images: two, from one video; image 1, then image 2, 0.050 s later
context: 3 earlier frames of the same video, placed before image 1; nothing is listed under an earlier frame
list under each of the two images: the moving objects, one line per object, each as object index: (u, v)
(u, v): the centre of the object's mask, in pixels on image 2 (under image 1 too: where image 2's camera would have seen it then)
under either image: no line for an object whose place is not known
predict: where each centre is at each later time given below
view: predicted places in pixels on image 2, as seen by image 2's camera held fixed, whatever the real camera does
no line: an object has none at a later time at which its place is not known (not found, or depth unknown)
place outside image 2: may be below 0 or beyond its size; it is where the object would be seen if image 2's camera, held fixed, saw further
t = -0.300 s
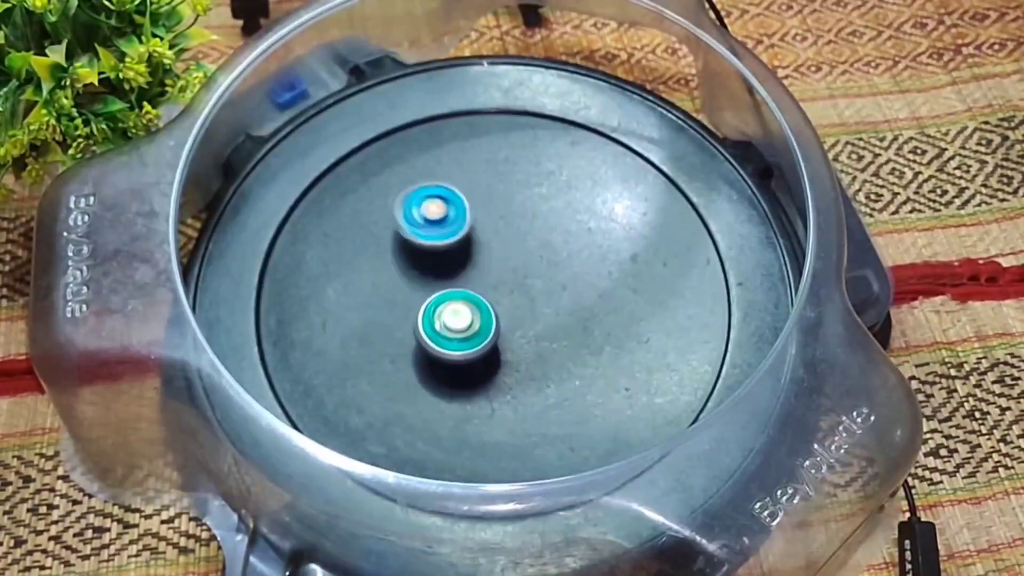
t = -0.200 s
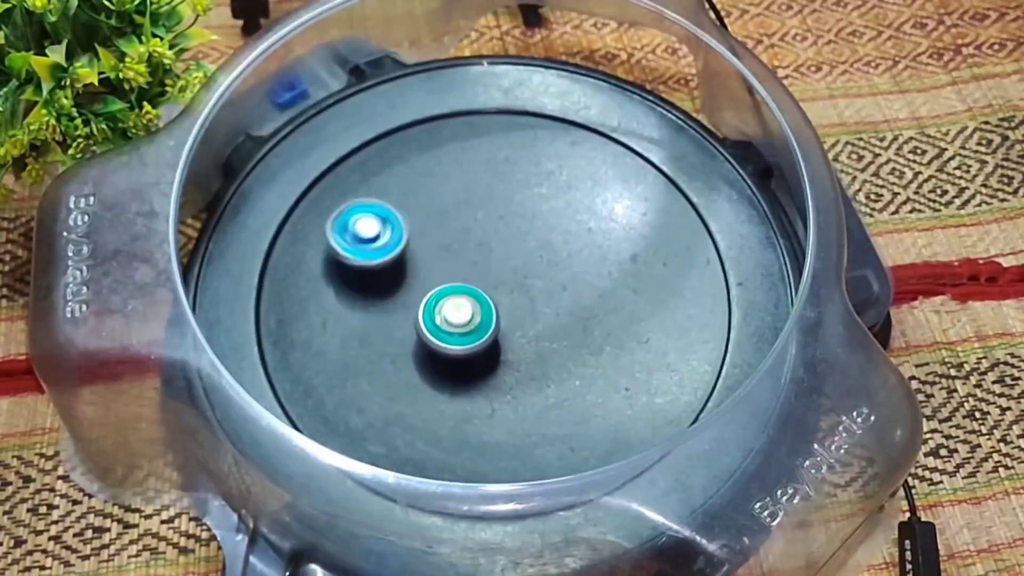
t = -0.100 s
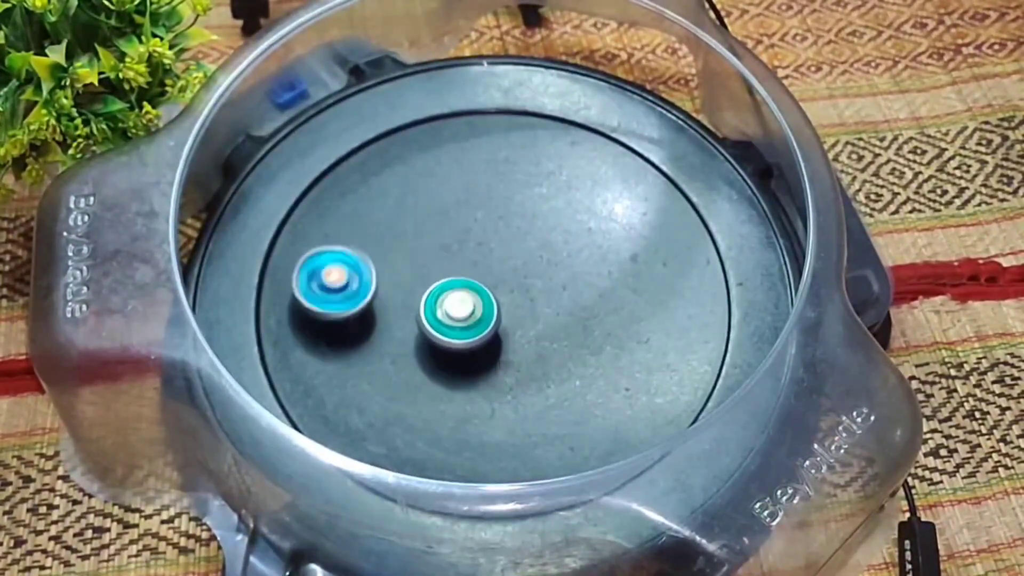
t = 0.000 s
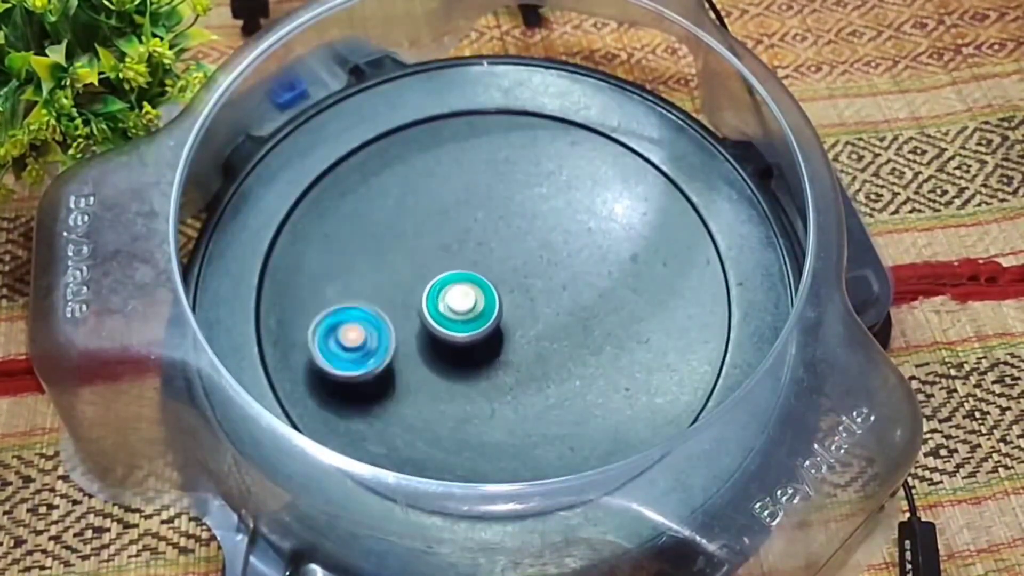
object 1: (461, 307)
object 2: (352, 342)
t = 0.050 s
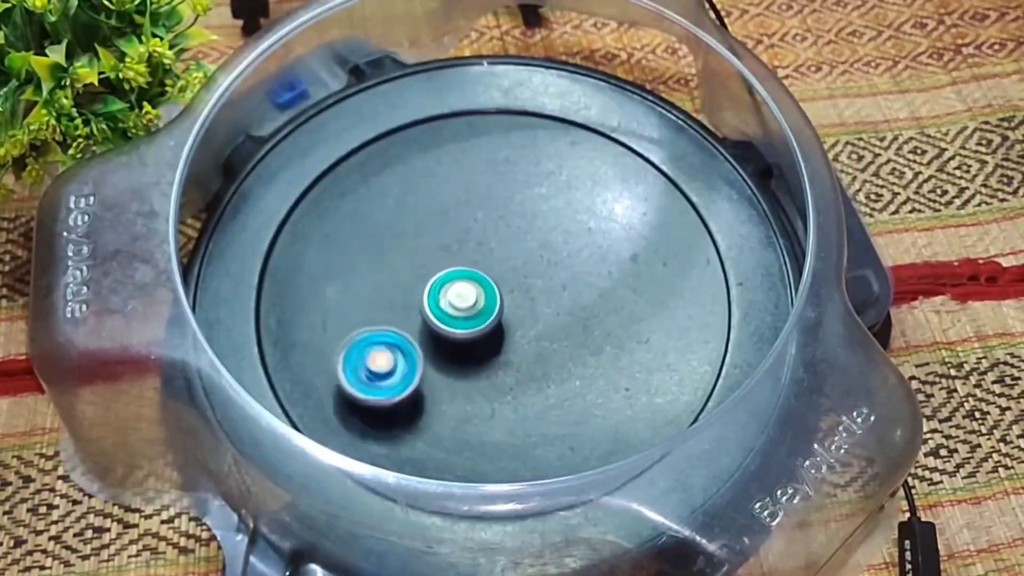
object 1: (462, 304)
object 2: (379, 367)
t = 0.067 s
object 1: (462, 303)
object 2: (392, 374)
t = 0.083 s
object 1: (462, 302)
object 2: (405, 379)
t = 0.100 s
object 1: (463, 301)
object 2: (419, 383)
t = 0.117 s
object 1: (463, 300)
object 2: (433, 386)
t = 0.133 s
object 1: (464, 298)
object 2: (447, 387)
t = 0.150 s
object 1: (464, 297)
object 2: (462, 386)
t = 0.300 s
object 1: (468, 290)
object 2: (569, 334)
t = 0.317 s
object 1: (468, 289)
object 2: (577, 325)
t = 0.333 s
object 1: (469, 288)
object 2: (583, 314)
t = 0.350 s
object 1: (469, 288)
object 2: (588, 304)
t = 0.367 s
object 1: (470, 287)
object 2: (590, 293)
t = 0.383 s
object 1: (471, 287)
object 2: (593, 284)
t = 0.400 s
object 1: (471, 286)
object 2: (595, 274)
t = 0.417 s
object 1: (472, 285)
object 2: (595, 261)
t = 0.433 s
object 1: (473, 285)
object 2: (594, 251)
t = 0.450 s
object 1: (474, 285)
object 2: (591, 241)
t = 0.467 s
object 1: (475, 285)
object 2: (587, 232)
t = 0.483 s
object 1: (475, 285)
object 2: (583, 223)
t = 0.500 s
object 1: (476, 284)
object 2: (576, 215)
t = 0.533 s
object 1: (478, 284)
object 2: (563, 201)
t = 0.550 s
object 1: (479, 283)
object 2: (554, 195)
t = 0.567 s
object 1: (480, 283)
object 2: (545, 191)
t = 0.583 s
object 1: (481, 283)
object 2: (536, 188)
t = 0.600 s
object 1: (482, 283)
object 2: (526, 184)
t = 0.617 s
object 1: (483, 283)
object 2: (515, 184)
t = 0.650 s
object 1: (485, 282)
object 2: (495, 184)
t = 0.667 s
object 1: (486, 283)
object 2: (485, 187)
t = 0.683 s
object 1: (488, 283)
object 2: (475, 190)
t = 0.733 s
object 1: (491, 282)
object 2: (449, 207)
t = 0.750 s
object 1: (492, 282)
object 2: (441, 214)
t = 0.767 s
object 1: (493, 282)
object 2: (435, 223)
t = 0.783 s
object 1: (495, 282)
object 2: (430, 232)
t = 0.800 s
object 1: (496, 282)
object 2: (425, 241)
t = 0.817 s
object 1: (498, 283)
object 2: (421, 251)
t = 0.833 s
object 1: (502, 284)
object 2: (415, 260)
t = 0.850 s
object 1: (517, 288)
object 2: (400, 265)
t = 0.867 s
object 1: (528, 291)
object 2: (389, 273)
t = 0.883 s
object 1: (537, 293)
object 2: (380, 280)
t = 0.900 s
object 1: (544, 294)
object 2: (374, 290)
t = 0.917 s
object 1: (549, 293)
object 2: (369, 299)
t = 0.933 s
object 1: (554, 292)
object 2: (367, 311)
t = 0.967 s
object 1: (562, 290)
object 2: (365, 335)
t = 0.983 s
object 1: (566, 288)
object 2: (366, 345)
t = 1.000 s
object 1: (570, 287)
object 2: (369, 358)
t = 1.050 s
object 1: (579, 282)
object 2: (386, 388)
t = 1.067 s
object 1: (581, 281)
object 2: (395, 397)
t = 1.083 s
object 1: (583, 280)
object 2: (404, 406)
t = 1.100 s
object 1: (585, 279)
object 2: (415, 413)
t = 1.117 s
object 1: (587, 278)
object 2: (428, 419)
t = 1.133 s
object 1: (589, 275)
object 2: (441, 424)
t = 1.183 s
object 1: (592, 271)
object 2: (482, 430)
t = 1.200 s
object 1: (593, 270)
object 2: (496, 430)
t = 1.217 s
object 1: (593, 269)
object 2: (510, 428)
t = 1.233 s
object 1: (594, 267)
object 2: (524, 425)
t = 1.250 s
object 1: (594, 266)
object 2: (537, 421)
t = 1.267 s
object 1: (594, 265)
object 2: (549, 414)
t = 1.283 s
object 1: (593, 265)
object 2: (560, 408)
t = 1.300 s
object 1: (593, 264)
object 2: (570, 400)
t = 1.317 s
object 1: (592, 263)
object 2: (579, 390)
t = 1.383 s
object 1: (585, 263)
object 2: (603, 349)
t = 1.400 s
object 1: (583, 263)
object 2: (605, 338)
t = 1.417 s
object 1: (579, 260)
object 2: (608, 337)
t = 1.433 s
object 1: (574, 247)
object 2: (611, 341)
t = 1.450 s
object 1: (568, 237)
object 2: (615, 343)
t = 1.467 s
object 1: (562, 230)
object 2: (618, 343)
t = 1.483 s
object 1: (556, 226)
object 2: (620, 341)
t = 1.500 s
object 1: (549, 224)
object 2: (622, 337)
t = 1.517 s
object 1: (544, 223)
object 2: (623, 332)
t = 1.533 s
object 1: (538, 224)
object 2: (622, 327)
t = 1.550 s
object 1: (532, 224)
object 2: (621, 322)
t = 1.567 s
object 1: (527, 225)
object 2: (617, 316)
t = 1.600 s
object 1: (516, 228)
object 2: (607, 306)
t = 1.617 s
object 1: (511, 230)
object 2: (600, 301)
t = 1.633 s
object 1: (505, 232)
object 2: (592, 298)
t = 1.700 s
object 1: (485, 244)
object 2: (555, 292)
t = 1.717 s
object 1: (481, 248)
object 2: (546, 292)
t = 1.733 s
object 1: (470, 243)
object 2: (541, 298)
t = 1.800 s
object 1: (421, 225)
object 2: (520, 323)
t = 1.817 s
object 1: (412, 225)
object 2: (515, 329)
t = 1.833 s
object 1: (404, 226)
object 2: (509, 336)
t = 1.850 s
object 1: (396, 228)
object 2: (505, 343)
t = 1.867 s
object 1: (390, 232)
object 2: (500, 350)
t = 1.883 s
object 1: (383, 236)
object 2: (497, 358)
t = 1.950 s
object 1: (362, 251)
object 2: (489, 387)
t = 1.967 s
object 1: (358, 255)
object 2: (489, 395)
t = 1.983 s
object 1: (353, 260)
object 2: (489, 401)
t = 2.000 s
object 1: (349, 264)
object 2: (490, 408)
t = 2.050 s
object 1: (340, 280)
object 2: (498, 422)
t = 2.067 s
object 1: (337, 285)
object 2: (501, 426)
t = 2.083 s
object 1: (335, 290)
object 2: (505, 428)
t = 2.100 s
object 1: (334, 295)
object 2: (510, 431)
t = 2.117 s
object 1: (333, 301)
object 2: (514, 431)
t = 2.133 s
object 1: (332, 306)
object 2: (519, 431)
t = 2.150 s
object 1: (331, 312)
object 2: (523, 430)
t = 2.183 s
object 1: (331, 323)
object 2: (531, 425)
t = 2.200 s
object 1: (332, 328)
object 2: (535, 421)
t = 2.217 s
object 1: (333, 333)
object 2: (536, 416)
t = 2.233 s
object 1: (334, 338)
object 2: (537, 411)
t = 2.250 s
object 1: (336, 342)
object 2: (537, 405)
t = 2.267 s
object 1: (338, 348)
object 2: (536, 398)
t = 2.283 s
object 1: (340, 353)
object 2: (532, 391)
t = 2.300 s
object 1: (343, 357)
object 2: (530, 385)
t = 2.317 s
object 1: (347, 362)
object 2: (525, 379)
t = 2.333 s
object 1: (351, 366)
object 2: (521, 373)
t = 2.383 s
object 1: (364, 377)
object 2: (506, 357)
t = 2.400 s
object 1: (370, 382)
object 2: (499, 352)
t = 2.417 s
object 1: (376, 385)
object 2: (493, 347)
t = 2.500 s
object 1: (409, 396)
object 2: (457, 329)
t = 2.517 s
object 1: (416, 398)
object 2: (450, 326)
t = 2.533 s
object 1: (413, 414)
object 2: (450, 311)
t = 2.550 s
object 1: (409, 431)
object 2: (453, 295)
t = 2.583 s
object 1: (407, 448)
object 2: (454, 271)
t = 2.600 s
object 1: (404, 472)
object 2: (453, 261)
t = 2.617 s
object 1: (406, 482)
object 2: (450, 252)
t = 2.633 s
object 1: (413, 485)
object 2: (447, 245)
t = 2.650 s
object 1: (421, 490)
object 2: (441, 238)
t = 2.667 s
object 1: (431, 489)
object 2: (437, 232)
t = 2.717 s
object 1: (461, 493)
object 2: (422, 215)
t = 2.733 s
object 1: (471, 492)
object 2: (417, 210)
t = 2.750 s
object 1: (480, 486)
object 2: (412, 206)
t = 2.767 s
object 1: (491, 486)
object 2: (406, 202)
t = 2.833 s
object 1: (527, 484)
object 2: (386, 196)
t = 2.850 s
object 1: (536, 480)
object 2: (382, 195)
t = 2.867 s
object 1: (543, 477)
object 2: (378, 196)
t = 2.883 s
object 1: (551, 477)
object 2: (375, 197)
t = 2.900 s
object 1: (558, 470)
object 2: (371, 199)
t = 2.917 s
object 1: (566, 467)
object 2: (370, 204)
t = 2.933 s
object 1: (573, 460)
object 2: (369, 208)
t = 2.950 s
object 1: (576, 449)
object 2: (369, 212)
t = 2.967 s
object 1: (583, 446)
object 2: (370, 218)
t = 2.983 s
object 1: (589, 443)
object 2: (373, 225)
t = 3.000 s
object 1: (595, 440)
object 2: (378, 230)
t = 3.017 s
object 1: (601, 436)
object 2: (382, 235)
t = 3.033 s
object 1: (606, 432)
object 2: (388, 241)
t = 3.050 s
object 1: (610, 428)
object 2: (395, 245)
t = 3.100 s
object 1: (622, 412)
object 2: (417, 259)
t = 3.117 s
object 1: (625, 406)
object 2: (425, 263)
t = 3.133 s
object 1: (627, 399)
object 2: (434, 267)
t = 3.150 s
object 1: (628, 392)
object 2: (442, 270)
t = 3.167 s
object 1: (630, 385)
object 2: (452, 274)
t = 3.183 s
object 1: (630, 378)
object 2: (460, 276)
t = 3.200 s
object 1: (631, 372)
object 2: (470, 279)
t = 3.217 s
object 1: (630, 365)
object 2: (479, 281)
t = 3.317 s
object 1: (622, 324)
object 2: (535, 285)
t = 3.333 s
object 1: (620, 317)
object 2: (543, 285)
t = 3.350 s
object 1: (626, 316)
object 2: (546, 281)
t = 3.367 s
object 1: (630, 316)
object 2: (549, 277)
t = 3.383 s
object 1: (632, 316)
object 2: (553, 276)
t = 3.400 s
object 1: (633, 314)
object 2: (558, 272)
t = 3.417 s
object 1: (632, 311)
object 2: (564, 270)
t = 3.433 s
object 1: (636, 311)
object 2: (568, 264)
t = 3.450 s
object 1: (640, 314)
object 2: (571, 258)
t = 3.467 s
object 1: (645, 320)
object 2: (574, 254)
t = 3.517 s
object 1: (652, 339)
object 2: (586, 239)
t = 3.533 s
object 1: (653, 343)
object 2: (589, 236)
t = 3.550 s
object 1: (653, 346)
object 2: (592, 234)
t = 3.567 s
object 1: (653, 345)
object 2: (596, 234)
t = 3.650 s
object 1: (647, 337)
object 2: (614, 229)
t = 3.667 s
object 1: (648, 335)
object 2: (617, 229)
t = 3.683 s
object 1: (648, 333)
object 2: (619, 229)
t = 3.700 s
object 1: (648, 331)
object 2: (619, 229)
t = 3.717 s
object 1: (649, 329)
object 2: (619, 230)
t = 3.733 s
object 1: (648, 328)
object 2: (618, 231)
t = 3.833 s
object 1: (644, 320)
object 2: (607, 251)
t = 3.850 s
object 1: (643, 318)
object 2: (603, 255)
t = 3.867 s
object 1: (643, 320)
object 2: (599, 257)
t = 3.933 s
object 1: (639, 322)
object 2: (578, 265)
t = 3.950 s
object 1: (638, 323)
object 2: (571, 266)
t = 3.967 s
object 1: (636, 324)
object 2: (563, 268)
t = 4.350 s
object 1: (556, 334)
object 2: (439, 359)
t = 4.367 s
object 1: (551, 335)
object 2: (436, 365)
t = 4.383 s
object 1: (545, 335)
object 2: (435, 370)
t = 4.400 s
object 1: (540, 336)
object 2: (433, 374)
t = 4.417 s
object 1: (534, 337)
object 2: (432, 379)
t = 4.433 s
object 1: (529, 337)
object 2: (432, 383)
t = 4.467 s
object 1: (518, 339)
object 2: (432, 393)
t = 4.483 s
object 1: (512, 340)
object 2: (433, 396)
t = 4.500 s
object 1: (507, 341)
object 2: (435, 400)
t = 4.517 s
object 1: (501, 341)
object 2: (436, 402)
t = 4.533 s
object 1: (496, 342)
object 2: (440, 404)
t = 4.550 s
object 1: (490, 342)
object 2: (442, 408)
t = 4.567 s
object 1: (493, 334)
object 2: (440, 414)
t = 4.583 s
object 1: (495, 326)
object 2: (438, 421)
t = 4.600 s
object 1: (496, 319)
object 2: (439, 424)
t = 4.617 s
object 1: (495, 314)
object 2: (440, 426)
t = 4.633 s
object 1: (494, 309)
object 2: (442, 427)
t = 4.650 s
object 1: (491, 306)
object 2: (445, 427)
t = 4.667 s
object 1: (487, 303)
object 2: (449, 428)
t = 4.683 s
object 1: (482, 301)
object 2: (452, 426)
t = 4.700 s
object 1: (477, 299)
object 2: (455, 425)
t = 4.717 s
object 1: (473, 298)
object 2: (460, 422)
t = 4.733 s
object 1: (468, 295)
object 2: (463, 419)
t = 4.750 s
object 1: (464, 294)
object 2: (465, 415)
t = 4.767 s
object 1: (459, 292)
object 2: (469, 410)
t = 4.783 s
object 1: (455, 289)
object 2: (472, 406)
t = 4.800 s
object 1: (450, 287)
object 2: (474, 400)
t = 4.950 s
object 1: (415, 277)
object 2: (482, 346)
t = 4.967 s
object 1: (412, 276)
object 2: (482, 340)
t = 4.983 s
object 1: (409, 276)
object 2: (483, 336)
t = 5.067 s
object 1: (396, 275)
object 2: (482, 306)
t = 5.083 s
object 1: (394, 275)
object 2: (482, 300)
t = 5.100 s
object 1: (392, 275)
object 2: (482, 296)
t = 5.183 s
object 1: (385, 277)
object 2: (481, 269)
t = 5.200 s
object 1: (384, 278)
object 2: (481, 264)
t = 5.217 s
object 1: (384, 279)
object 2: (481, 260)
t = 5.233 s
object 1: (384, 279)
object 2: (480, 255)
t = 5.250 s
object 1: (383, 280)
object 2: (480, 249)
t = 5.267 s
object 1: (383, 281)
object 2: (479, 245)
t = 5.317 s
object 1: (386, 285)
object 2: (476, 234)
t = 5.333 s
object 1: (387, 287)
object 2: (475, 230)
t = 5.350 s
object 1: (389, 288)
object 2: (474, 227)
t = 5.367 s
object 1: (391, 289)
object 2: (473, 224)
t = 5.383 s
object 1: (394, 291)
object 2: (471, 222)
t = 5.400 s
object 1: (396, 292)
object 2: (470, 220)
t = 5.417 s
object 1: (399, 294)
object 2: (469, 219)
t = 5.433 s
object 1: (402, 295)
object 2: (468, 218)
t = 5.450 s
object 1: (405, 296)
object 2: (466, 217)
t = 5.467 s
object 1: (408, 297)
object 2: (465, 217)
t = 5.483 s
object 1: (411, 299)
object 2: (464, 218)
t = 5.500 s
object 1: (415, 300)
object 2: (464, 219)
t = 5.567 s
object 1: (432, 303)
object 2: (464, 230)
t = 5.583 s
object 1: (436, 303)
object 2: (466, 233)
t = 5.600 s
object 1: (440, 304)
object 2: (469, 235)
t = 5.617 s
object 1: (441, 310)
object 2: (473, 234)
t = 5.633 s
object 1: (444, 313)
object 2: (475, 236)
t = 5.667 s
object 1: (451, 317)
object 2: (481, 238)
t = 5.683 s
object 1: (455, 319)
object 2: (485, 240)
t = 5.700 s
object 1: (459, 319)
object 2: (489, 243)
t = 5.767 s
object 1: (477, 324)
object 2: (505, 252)
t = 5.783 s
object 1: (481, 325)
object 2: (508, 254)
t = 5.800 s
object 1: (486, 325)
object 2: (512, 256)
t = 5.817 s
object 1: (485, 333)
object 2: (520, 255)
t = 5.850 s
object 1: (478, 356)
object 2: (539, 253)
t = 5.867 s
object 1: (475, 365)
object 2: (546, 253)
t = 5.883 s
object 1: (473, 372)
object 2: (551, 255)
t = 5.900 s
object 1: (473, 379)
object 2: (554, 255)
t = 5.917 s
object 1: (475, 384)
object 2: (559, 255)
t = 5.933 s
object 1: (478, 389)
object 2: (563, 256)
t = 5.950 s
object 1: (482, 393)
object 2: (568, 257)
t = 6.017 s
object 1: (500, 406)
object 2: (585, 265)
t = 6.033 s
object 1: (505, 409)
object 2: (588, 266)
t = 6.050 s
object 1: (510, 411)
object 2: (591, 269)
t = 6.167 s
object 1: (543, 423)
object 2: (605, 292)
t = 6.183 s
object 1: (548, 424)
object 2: (606, 294)
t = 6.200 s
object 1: (552, 425)
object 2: (606, 299)
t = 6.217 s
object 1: (557, 425)
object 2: (606, 303)
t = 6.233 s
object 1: (561, 425)
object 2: (605, 306)
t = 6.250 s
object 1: (565, 424)
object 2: (604, 310)
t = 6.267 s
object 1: (569, 424)
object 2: (604, 312)
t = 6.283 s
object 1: (572, 423)
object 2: (602, 316)
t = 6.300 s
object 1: (576, 422)
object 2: (599, 321)
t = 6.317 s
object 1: (579, 421)
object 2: (597, 324)
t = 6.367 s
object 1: (587, 415)
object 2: (590, 334)
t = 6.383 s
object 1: (589, 414)
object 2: (585, 337)
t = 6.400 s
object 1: (591, 419)
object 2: (581, 333)
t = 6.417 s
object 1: (592, 422)
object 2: (577, 328)
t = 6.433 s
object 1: (593, 422)
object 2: (573, 326)
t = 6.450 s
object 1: (594, 421)
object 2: (568, 324)
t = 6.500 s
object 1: (598, 418)
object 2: (553, 320)
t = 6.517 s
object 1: (599, 417)
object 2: (549, 318)
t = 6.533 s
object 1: (599, 416)
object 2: (544, 317)
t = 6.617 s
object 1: (598, 406)
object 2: (521, 306)
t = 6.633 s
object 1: (597, 403)
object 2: (517, 305)
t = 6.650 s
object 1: (595, 400)
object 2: (511, 302)
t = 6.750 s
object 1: (580, 383)
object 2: (487, 287)
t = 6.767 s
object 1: (577, 381)
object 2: (483, 285)
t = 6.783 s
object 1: (574, 377)
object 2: (480, 282)
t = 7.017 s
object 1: (513, 335)
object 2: (437, 247)
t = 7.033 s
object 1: (508, 332)
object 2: (436, 246)
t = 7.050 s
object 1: (503, 329)
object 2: (435, 246)
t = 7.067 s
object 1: (499, 326)
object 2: (432, 247)
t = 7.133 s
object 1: (480, 315)
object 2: (432, 247)
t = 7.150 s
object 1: (476, 313)
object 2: (430, 248)
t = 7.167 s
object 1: (473, 314)
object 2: (429, 246)
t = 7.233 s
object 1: (468, 330)
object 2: (426, 236)
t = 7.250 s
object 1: (466, 331)
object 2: (426, 235)
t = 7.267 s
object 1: (464, 331)
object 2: (425, 233)
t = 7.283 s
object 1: (462, 331)
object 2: (427, 233)
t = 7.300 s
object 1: (460, 330)
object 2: (428, 233)
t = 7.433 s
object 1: (451, 322)
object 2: (443, 246)
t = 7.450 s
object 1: (450, 321)
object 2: (445, 247)
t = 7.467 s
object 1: (449, 323)
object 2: (448, 247)
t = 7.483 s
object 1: (447, 328)
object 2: (450, 243)
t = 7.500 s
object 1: (446, 330)
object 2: (455, 242)
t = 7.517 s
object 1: (445, 330)
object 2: (458, 243)
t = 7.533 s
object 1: (445, 331)
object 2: (460, 244)
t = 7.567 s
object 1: (445, 332)
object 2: (464, 245)
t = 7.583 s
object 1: (445, 333)
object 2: (466, 246)
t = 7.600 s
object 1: (445, 333)
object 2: (470, 246)
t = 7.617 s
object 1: (446, 333)
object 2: (474, 251)
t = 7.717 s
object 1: (453, 333)
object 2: (486, 264)
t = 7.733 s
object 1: (455, 332)
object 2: (488, 266)
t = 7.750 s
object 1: (452, 336)
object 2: (494, 268)
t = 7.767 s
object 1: (449, 339)
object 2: (499, 269)
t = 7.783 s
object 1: (449, 341)
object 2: (501, 268)
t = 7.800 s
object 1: (450, 342)
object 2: (504, 270)
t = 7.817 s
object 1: (450, 343)
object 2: (506, 274)
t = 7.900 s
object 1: (455, 348)
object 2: (506, 289)
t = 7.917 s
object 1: (457, 348)
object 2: (505, 289)
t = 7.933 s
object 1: (454, 352)
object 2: (505, 289)
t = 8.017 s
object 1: (454, 358)
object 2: (511, 298)
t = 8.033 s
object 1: (455, 359)
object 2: (510, 299)
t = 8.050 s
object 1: (453, 362)
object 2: (510, 301)
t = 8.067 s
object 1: (442, 369)
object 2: (518, 296)
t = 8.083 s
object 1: (434, 375)
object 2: (524, 293)
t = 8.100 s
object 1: (429, 379)
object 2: (529, 288)
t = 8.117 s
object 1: (426, 382)
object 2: (534, 286)
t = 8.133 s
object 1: (425, 385)
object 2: (538, 284)
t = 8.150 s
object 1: (425, 387)
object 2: (543, 286)
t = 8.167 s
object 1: (424, 389)
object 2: (545, 289)
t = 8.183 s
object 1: (424, 391)
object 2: (546, 292)
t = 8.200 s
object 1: (424, 392)
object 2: (546, 295)
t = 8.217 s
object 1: (424, 394)
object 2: (545, 298)
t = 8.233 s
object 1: (424, 395)
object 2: (542, 301)
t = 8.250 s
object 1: (424, 396)
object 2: (540, 303)
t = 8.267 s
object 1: (424, 396)
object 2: (537, 305)
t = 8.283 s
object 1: (424, 397)
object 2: (533, 305)
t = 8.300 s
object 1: (425, 397)
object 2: (530, 305)
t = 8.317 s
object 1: (425, 398)
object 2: (527, 303)
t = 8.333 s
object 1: (426, 398)
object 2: (525, 301)
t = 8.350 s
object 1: (426, 399)
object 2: (524, 299)
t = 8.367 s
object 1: (427, 399)
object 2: (523, 296)
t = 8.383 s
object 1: (427, 399)
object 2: (523, 294)
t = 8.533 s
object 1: (437, 396)
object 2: (524, 290)
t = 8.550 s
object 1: (438, 395)
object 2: (522, 290)
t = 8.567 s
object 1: (440, 394)
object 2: (521, 291)
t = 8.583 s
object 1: (441, 393)
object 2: (520, 293)
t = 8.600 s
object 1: (443, 392)
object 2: (519, 295)
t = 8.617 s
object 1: (444, 390)
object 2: (518, 297)
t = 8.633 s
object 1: (446, 388)
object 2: (518, 299)
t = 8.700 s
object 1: (454, 381)
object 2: (519, 307)
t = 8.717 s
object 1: (456, 379)
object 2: (519, 309)
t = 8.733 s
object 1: (458, 376)
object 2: (521, 311)
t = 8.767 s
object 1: (463, 372)
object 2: (523, 315)
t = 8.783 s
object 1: (465, 369)
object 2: (525, 317)
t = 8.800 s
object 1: (467, 366)
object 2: (527, 317)
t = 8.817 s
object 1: (470, 363)
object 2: (529, 317)
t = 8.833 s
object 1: (472, 360)
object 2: (531, 317)
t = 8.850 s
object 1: (475, 357)
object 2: (533, 317)
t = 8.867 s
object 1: (474, 356)
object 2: (534, 316)
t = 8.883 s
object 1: (474, 354)
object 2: (534, 316)
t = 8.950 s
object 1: (471, 350)
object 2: (531, 313)
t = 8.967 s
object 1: (471, 350)
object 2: (530, 313)
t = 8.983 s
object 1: (470, 349)
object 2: (529, 312)
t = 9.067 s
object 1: (469, 344)
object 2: (527, 311)
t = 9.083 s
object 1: (468, 342)
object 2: (528, 312)
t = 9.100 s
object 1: (466, 342)
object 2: (528, 312)
